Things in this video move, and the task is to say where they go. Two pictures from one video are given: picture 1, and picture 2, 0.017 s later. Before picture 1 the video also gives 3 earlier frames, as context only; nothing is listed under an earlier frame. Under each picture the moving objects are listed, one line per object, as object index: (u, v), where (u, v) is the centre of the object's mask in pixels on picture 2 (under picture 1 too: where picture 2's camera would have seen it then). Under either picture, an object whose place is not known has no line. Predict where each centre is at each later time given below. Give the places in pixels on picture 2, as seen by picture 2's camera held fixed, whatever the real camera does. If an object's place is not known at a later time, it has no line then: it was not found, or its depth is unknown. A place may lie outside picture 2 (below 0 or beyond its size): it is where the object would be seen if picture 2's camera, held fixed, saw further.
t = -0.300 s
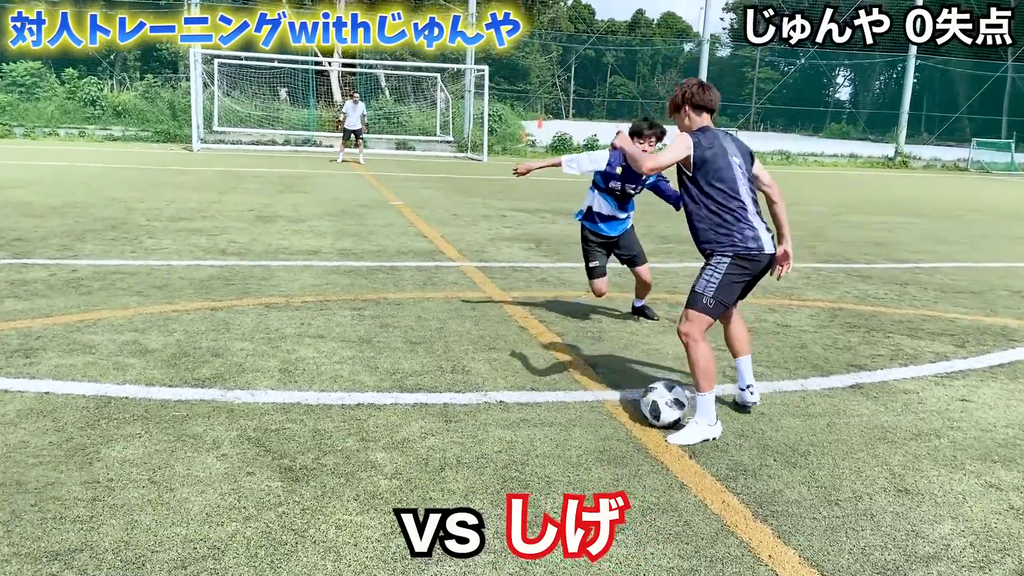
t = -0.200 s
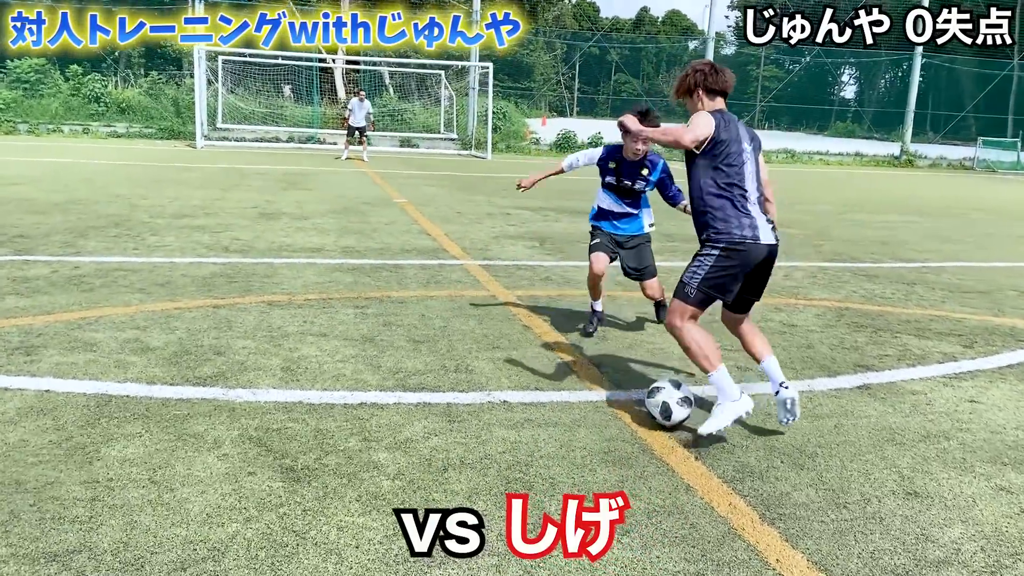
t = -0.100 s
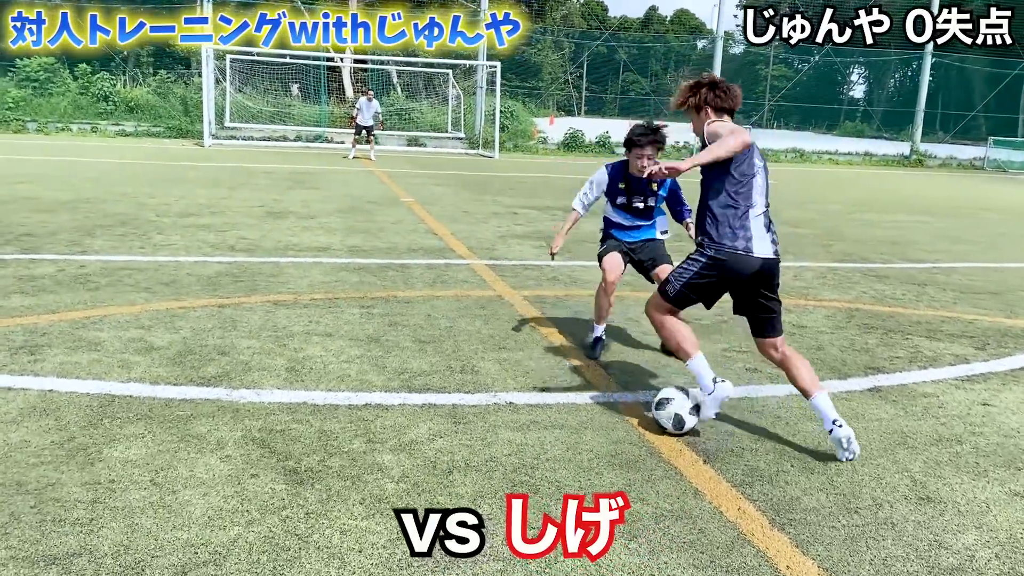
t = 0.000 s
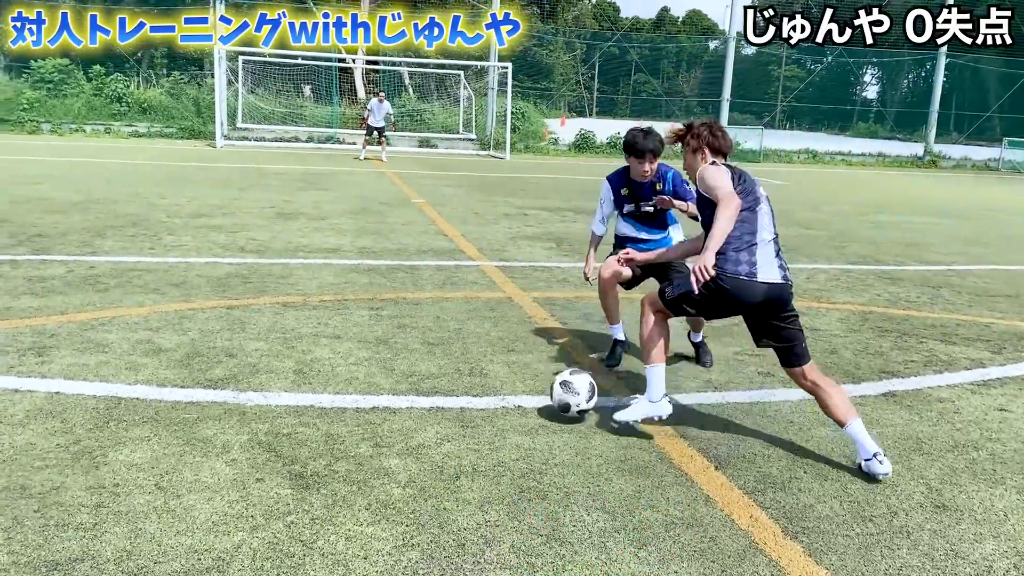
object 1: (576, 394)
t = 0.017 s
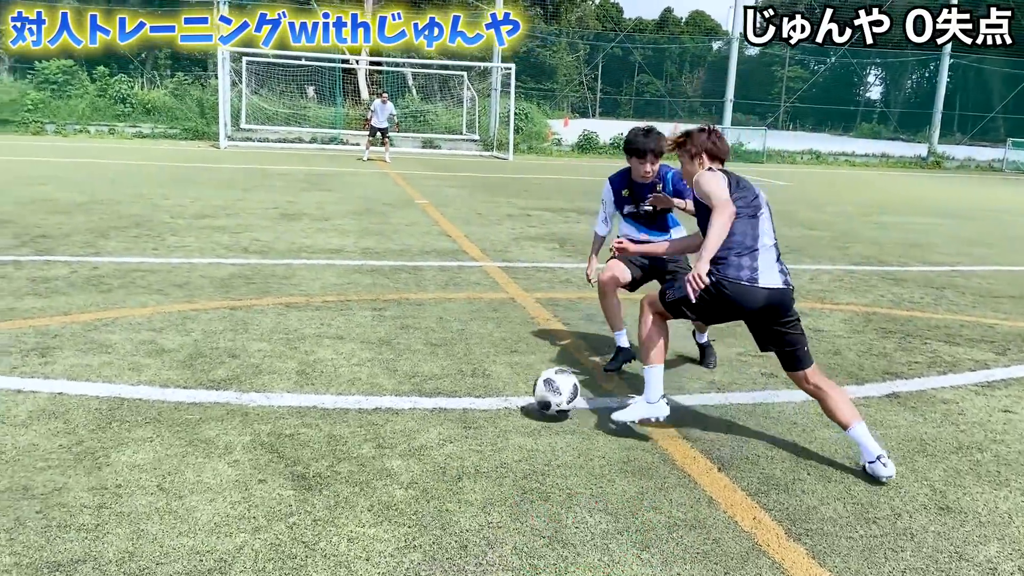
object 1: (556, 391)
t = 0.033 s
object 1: (537, 388)
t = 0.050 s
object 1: (517, 387)
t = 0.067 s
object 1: (498, 386)
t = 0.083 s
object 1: (479, 386)
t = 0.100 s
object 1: (461, 385)
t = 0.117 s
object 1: (446, 381)
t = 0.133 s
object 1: (431, 377)
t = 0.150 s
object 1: (416, 374)
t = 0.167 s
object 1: (401, 372)
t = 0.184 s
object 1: (386, 370)
